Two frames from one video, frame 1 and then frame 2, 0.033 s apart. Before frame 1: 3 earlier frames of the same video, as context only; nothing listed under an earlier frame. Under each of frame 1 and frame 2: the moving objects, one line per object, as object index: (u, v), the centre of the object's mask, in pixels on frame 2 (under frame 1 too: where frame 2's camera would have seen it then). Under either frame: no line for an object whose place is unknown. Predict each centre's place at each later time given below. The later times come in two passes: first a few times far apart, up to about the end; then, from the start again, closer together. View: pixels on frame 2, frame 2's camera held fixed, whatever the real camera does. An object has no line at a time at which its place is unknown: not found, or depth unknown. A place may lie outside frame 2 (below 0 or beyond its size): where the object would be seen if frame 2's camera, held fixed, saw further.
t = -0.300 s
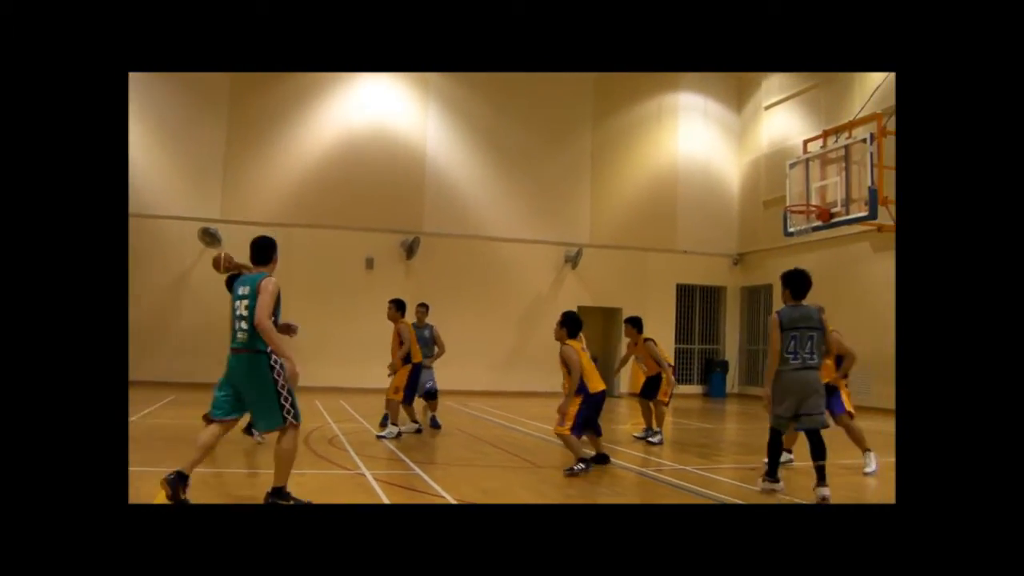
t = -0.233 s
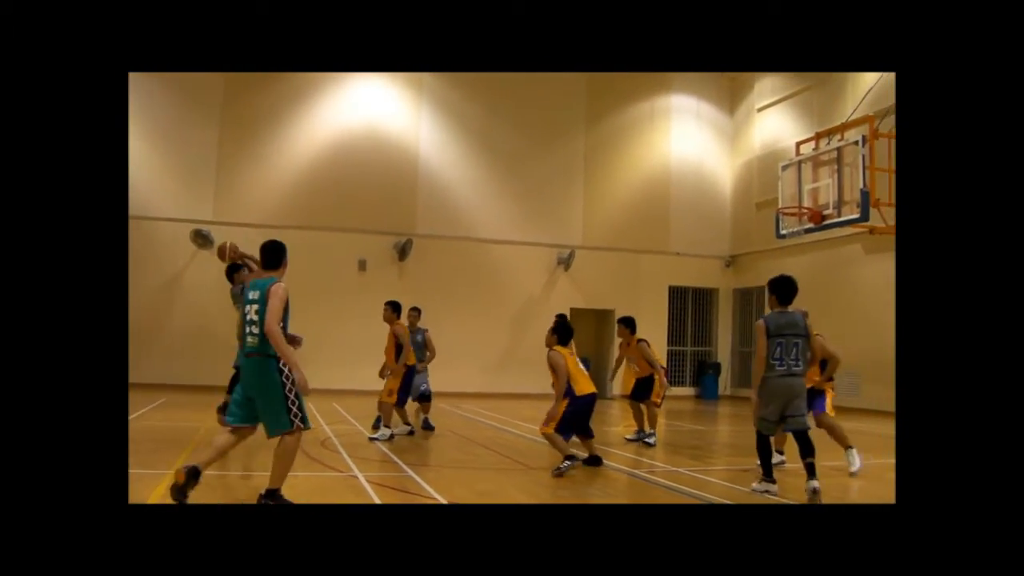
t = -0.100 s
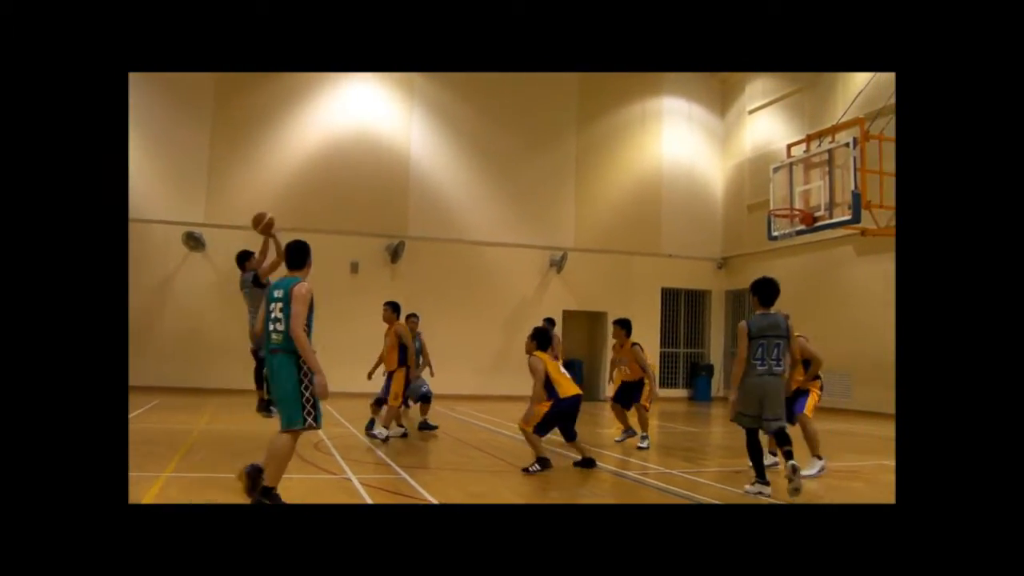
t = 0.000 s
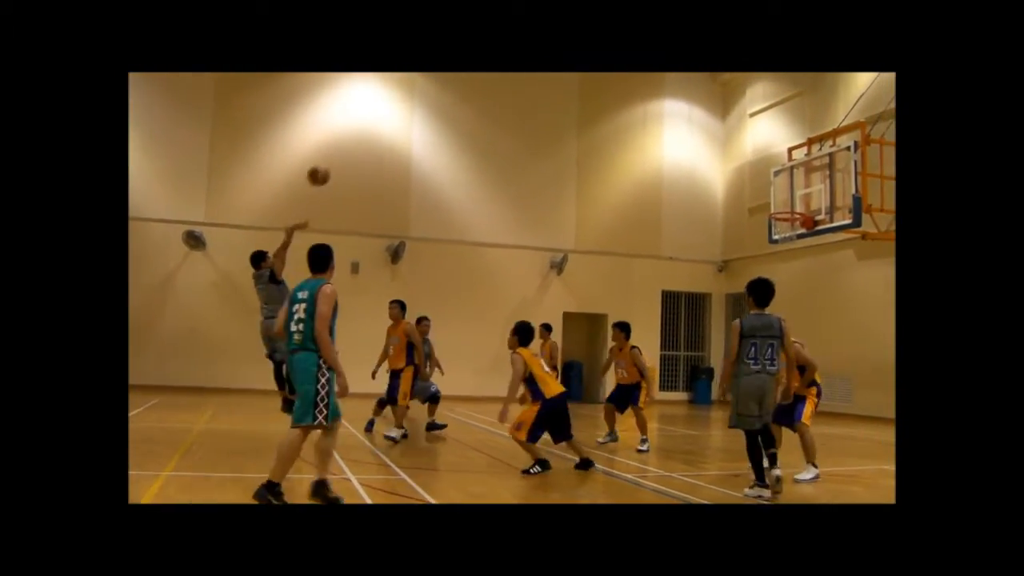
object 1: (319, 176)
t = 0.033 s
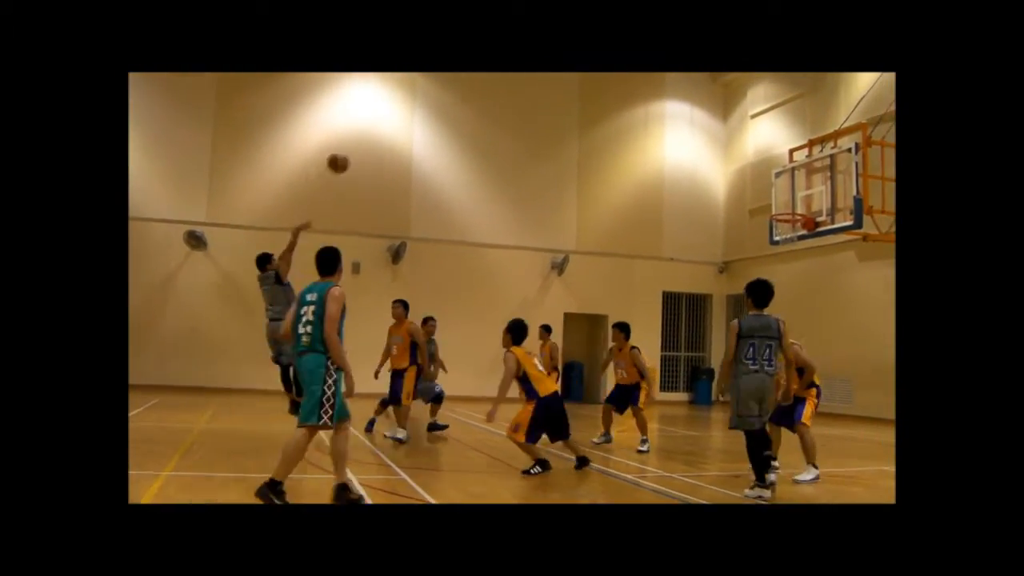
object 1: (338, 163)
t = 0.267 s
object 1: (461, 100)
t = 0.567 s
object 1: (598, 87)
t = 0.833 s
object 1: (707, 131)
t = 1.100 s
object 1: (797, 224)
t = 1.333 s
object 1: (772, 312)
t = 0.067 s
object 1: (356, 150)
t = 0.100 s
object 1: (375, 139)
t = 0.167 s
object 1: (412, 120)
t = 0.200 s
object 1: (430, 113)
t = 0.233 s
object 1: (446, 105)
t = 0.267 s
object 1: (461, 100)
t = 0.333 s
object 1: (493, 91)
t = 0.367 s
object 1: (509, 88)
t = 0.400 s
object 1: (524, 86)
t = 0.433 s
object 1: (540, 84)
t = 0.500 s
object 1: (570, 83)
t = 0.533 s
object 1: (584, 85)
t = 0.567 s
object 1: (598, 87)
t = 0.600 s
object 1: (613, 91)
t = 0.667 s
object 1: (641, 98)
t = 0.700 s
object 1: (655, 103)
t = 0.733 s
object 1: (668, 108)
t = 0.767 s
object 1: (681, 115)
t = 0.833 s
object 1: (707, 131)
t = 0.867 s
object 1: (719, 141)
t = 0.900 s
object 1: (733, 151)
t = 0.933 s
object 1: (743, 162)
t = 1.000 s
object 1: (768, 186)
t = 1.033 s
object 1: (779, 199)
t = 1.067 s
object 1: (791, 213)
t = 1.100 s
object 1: (797, 224)
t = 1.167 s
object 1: (791, 248)
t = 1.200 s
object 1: (788, 259)
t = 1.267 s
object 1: (780, 283)
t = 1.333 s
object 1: (772, 312)
